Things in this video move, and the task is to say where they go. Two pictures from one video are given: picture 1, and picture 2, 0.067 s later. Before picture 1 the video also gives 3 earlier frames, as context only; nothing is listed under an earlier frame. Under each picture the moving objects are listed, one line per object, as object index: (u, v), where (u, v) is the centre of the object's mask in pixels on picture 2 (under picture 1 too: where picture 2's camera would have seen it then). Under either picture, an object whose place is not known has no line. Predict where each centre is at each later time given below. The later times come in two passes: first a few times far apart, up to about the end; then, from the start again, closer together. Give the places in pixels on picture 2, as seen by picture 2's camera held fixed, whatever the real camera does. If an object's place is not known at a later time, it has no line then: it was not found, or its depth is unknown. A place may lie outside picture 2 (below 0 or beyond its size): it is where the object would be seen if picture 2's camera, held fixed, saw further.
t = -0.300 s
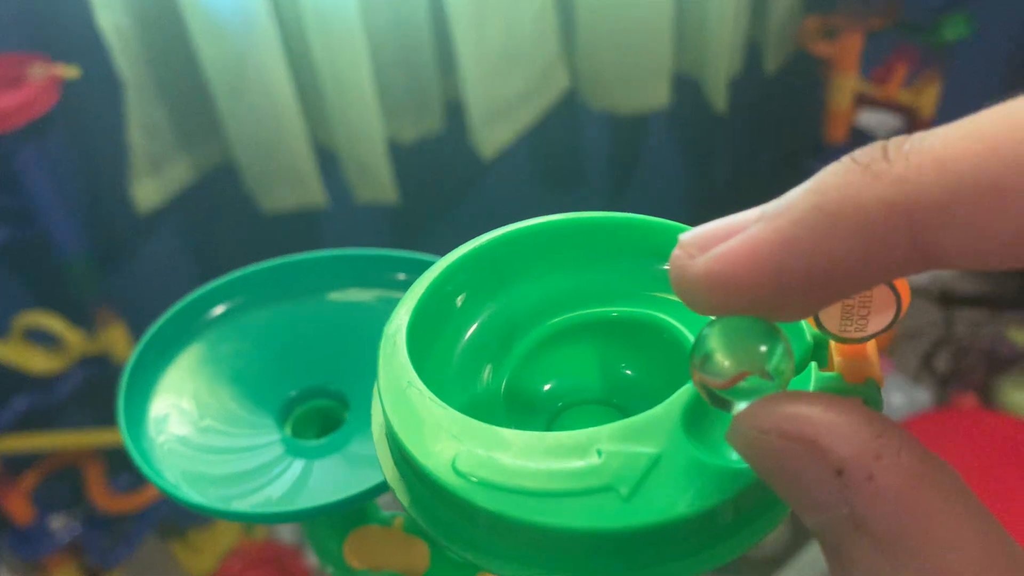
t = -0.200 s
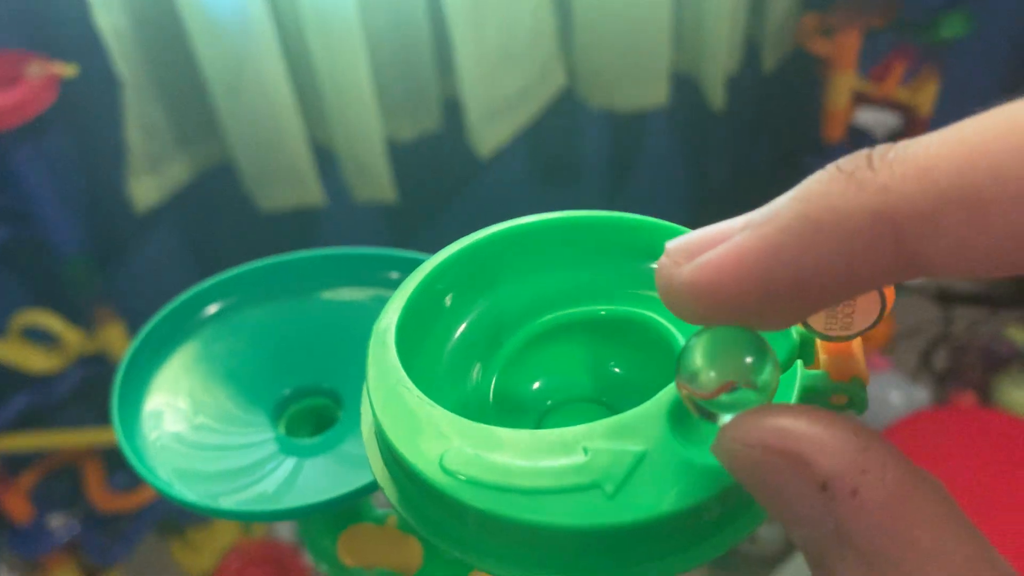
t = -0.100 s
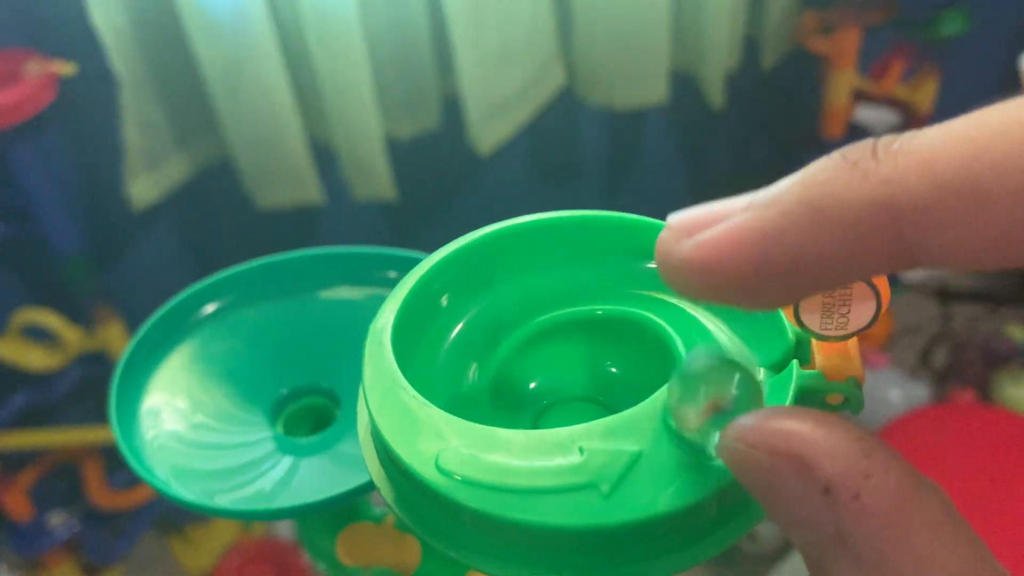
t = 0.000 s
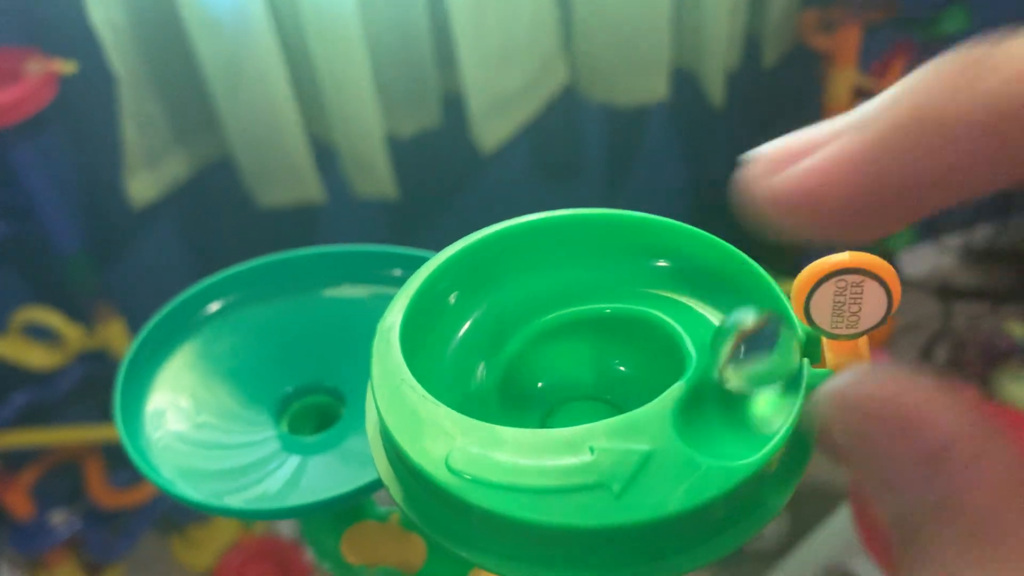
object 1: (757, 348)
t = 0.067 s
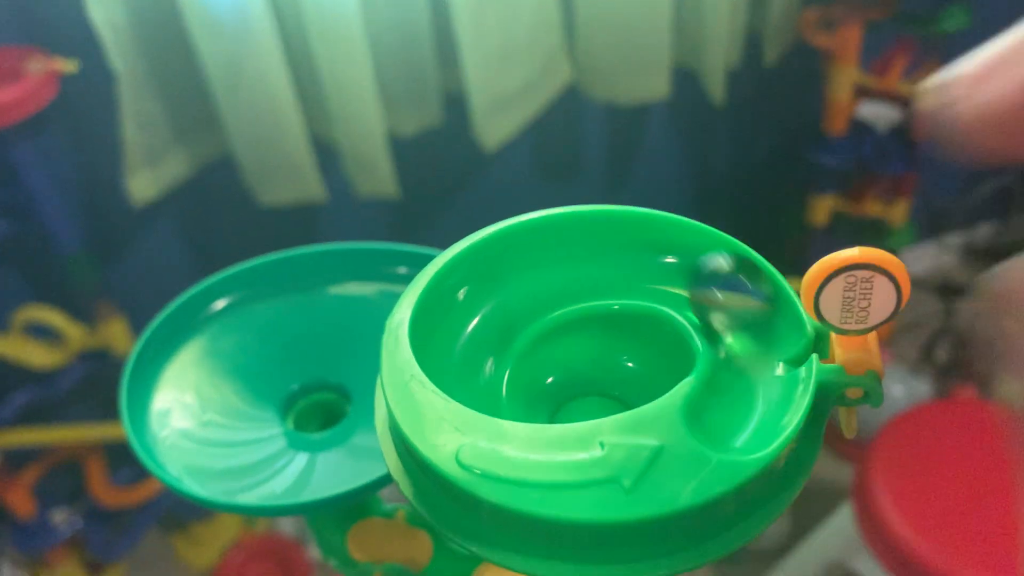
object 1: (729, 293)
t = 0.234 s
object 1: (490, 320)
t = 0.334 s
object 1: (594, 417)
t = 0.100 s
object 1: (691, 268)
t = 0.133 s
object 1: (646, 254)
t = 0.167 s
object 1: (589, 255)
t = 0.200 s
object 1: (523, 284)
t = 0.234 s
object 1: (490, 320)
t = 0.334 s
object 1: (594, 417)
